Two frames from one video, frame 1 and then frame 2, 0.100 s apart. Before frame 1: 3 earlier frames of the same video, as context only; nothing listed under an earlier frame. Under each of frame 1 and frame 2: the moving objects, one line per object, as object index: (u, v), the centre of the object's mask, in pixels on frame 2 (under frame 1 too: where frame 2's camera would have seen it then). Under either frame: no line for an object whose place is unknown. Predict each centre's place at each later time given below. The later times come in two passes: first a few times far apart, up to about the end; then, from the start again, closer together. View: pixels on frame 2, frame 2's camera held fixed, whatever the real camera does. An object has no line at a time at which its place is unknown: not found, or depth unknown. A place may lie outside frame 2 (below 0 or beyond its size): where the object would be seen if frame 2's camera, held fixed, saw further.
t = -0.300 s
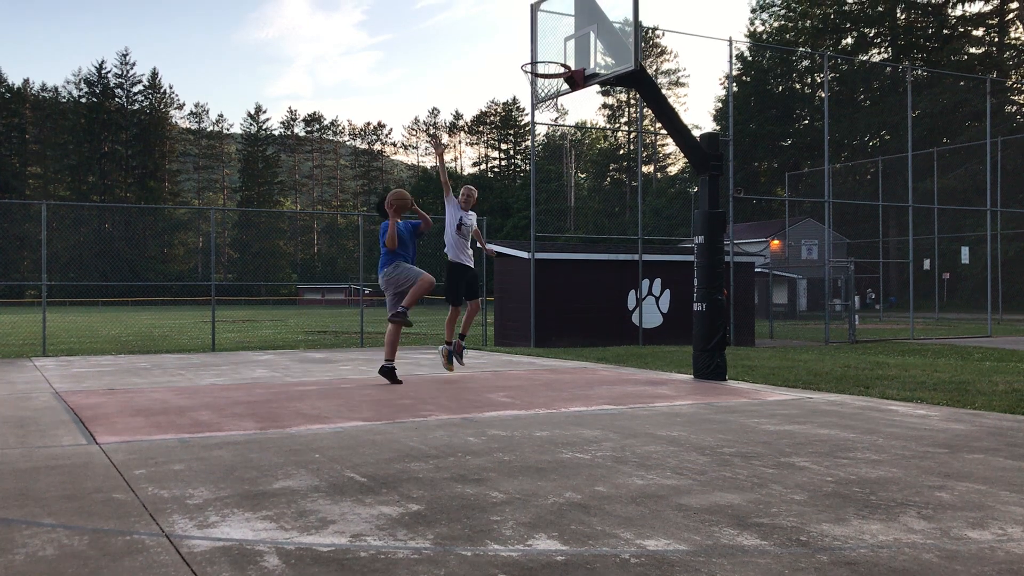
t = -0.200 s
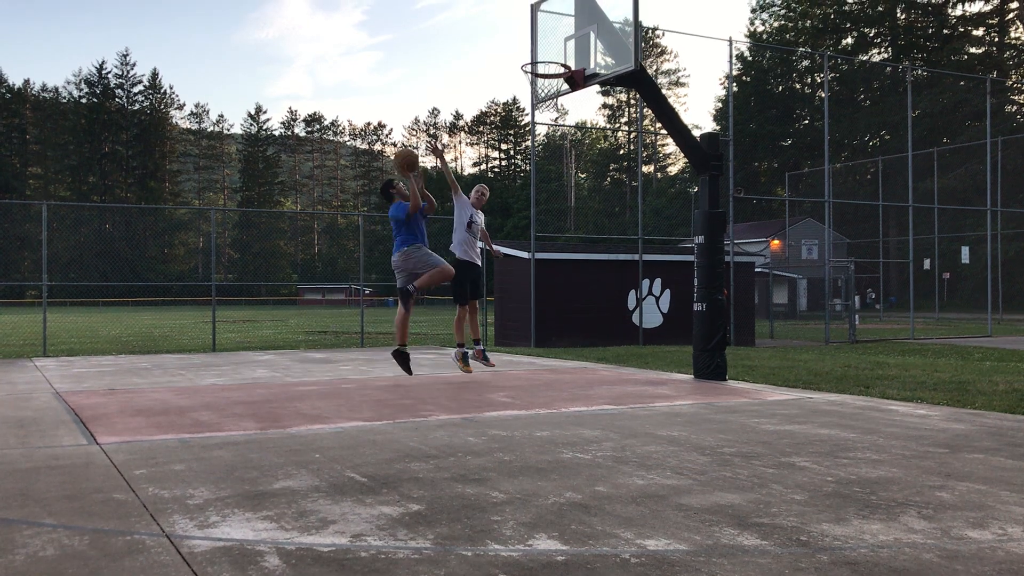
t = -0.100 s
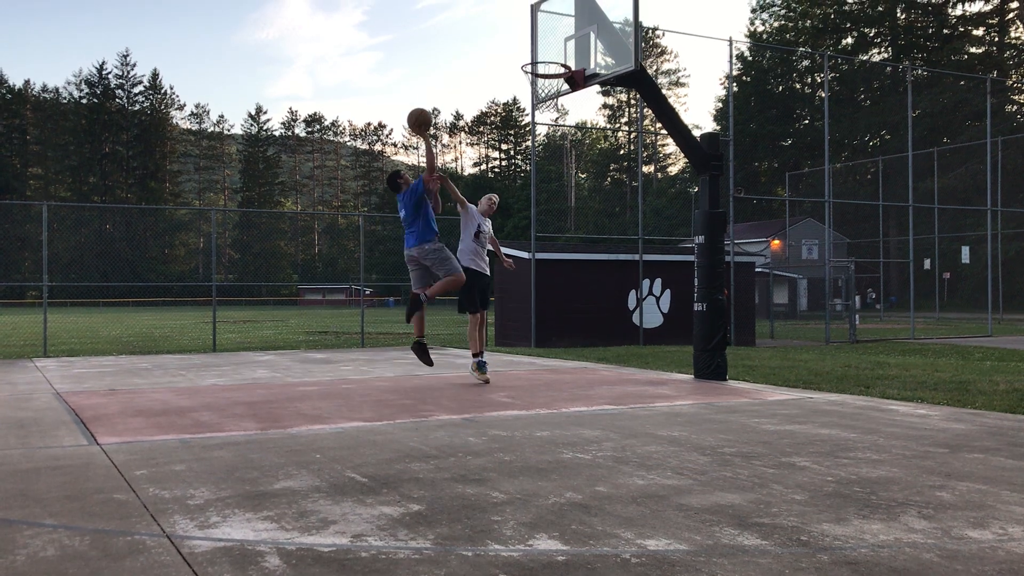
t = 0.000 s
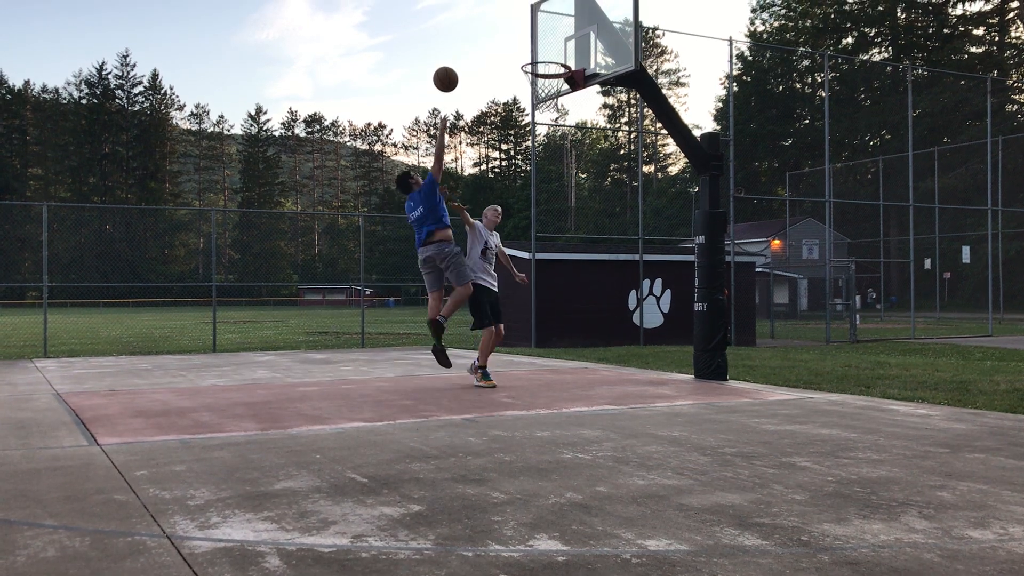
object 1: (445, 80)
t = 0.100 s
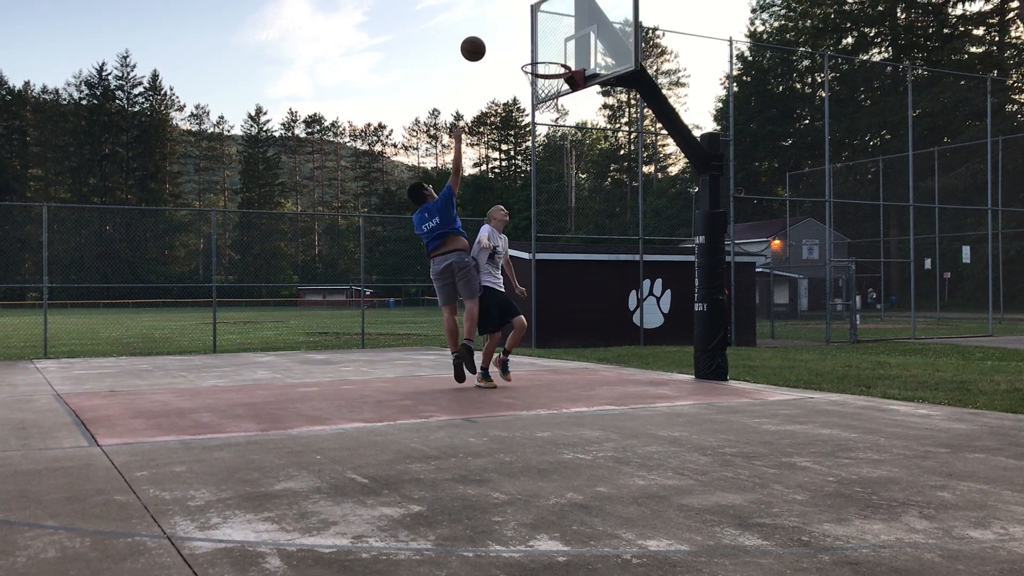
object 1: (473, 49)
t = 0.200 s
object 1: (500, 28)
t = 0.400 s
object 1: (554, 19)
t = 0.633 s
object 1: (553, 50)
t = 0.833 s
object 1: (523, 37)
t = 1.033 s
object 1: (491, 62)
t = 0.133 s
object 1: (482, 41)
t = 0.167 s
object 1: (491, 34)
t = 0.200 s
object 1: (500, 28)
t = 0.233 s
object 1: (509, 24)
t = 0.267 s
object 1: (518, 21)
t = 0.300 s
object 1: (527, 19)
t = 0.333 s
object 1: (536, 18)
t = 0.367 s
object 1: (545, 18)
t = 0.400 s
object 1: (554, 19)
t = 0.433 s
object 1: (562, 22)
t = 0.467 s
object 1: (571, 25)
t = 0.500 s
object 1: (573, 29)
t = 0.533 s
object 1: (568, 32)
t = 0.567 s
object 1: (563, 37)
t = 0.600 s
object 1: (558, 43)
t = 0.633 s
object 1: (553, 50)
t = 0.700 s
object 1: (543, 44)
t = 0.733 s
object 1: (538, 41)
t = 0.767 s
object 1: (533, 38)
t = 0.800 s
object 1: (528, 37)
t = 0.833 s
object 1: (523, 37)
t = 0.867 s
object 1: (517, 39)
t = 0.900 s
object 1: (512, 41)
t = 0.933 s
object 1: (507, 45)
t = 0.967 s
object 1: (502, 49)
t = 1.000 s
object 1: (497, 55)
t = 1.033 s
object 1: (491, 62)
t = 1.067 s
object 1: (486, 71)
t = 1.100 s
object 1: (481, 80)
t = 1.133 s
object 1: (476, 91)
